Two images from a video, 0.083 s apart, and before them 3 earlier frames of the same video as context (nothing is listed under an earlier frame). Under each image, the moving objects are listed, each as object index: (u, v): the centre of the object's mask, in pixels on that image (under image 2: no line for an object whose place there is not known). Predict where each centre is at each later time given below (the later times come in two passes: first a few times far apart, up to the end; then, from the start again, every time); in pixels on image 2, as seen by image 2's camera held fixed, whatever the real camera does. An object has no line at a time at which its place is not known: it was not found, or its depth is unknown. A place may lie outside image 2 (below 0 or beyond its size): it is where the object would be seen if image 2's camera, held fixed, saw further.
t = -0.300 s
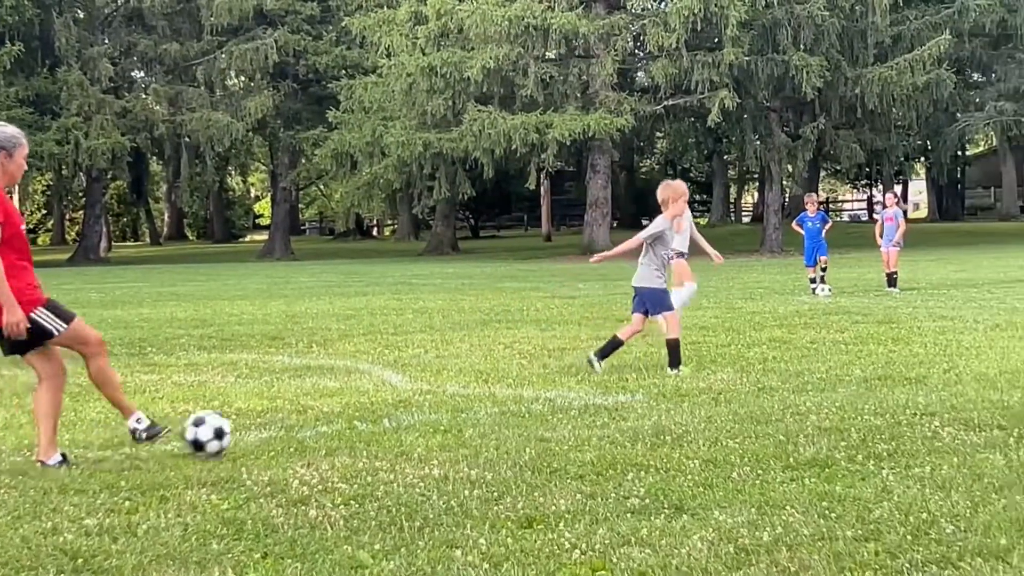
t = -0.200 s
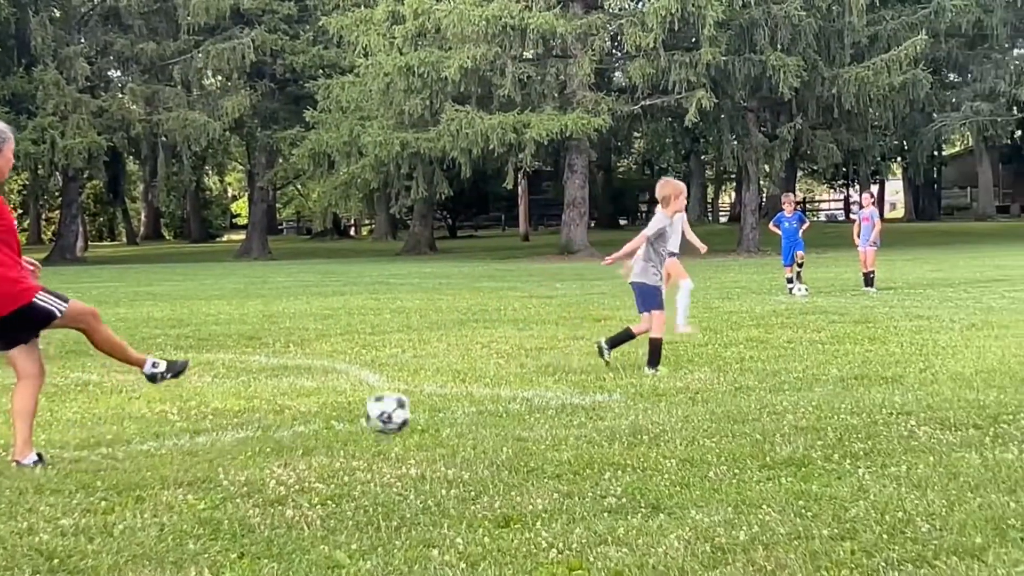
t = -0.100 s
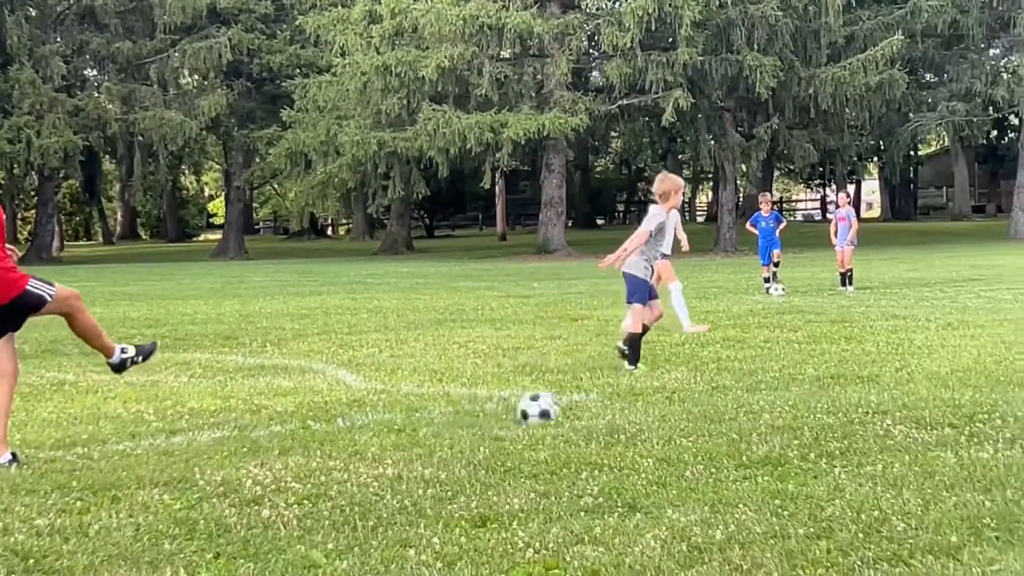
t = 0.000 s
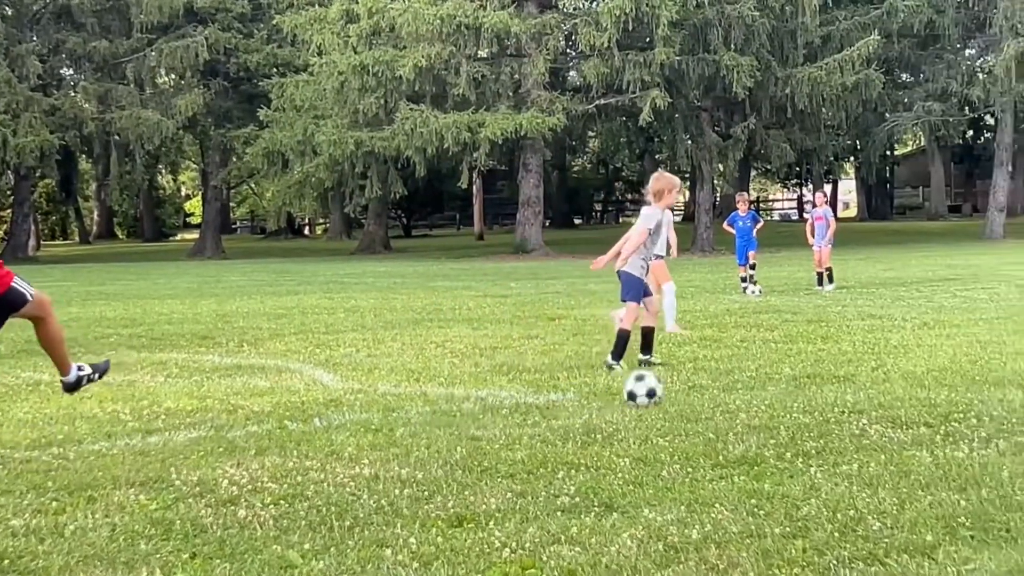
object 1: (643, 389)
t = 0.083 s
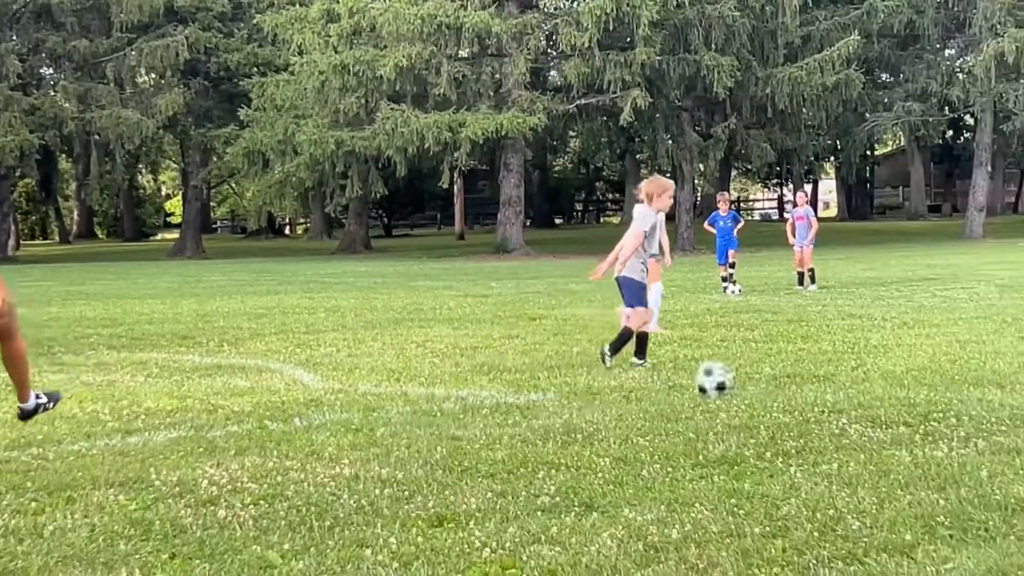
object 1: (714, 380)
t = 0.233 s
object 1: (849, 375)
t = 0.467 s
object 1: (994, 359)
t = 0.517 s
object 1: (1020, 355)
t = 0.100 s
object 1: (731, 377)
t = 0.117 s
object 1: (747, 378)
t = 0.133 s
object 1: (763, 378)
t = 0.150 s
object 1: (780, 379)
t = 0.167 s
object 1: (796, 379)
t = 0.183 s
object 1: (811, 379)
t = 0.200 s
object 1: (826, 381)
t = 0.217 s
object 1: (839, 379)
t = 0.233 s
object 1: (849, 375)
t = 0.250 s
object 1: (860, 372)
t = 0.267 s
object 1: (872, 369)
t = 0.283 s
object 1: (883, 367)
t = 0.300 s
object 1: (893, 363)
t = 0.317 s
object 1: (904, 362)
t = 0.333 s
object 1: (915, 360)
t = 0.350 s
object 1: (925, 360)
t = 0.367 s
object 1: (935, 358)
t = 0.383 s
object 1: (946, 358)
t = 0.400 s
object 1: (956, 358)
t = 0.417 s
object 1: (966, 358)
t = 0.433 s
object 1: (975, 358)
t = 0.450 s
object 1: (985, 358)
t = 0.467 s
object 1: (994, 359)
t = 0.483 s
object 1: (1002, 358)
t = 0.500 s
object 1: (1013, 357)
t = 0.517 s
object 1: (1020, 355)
